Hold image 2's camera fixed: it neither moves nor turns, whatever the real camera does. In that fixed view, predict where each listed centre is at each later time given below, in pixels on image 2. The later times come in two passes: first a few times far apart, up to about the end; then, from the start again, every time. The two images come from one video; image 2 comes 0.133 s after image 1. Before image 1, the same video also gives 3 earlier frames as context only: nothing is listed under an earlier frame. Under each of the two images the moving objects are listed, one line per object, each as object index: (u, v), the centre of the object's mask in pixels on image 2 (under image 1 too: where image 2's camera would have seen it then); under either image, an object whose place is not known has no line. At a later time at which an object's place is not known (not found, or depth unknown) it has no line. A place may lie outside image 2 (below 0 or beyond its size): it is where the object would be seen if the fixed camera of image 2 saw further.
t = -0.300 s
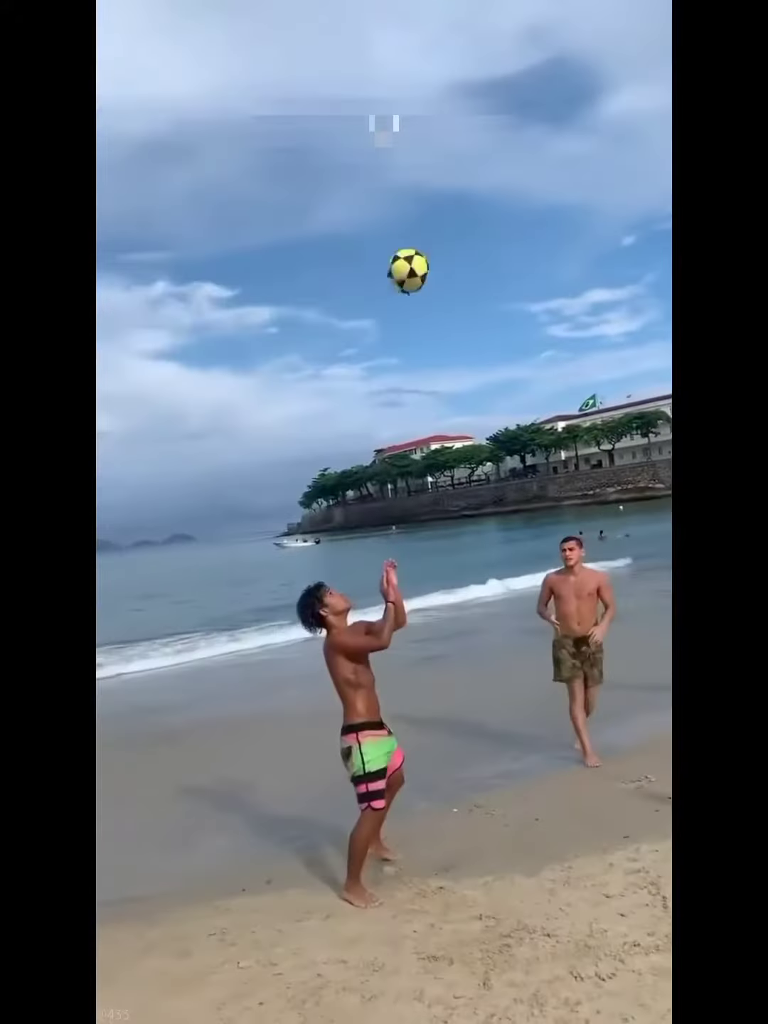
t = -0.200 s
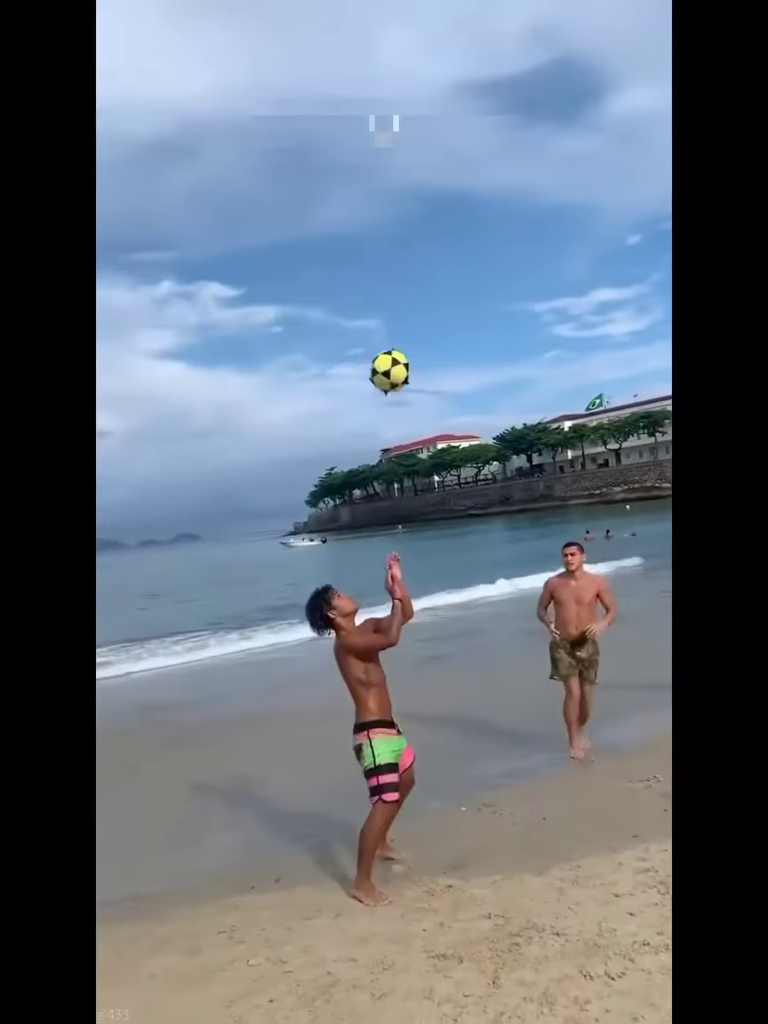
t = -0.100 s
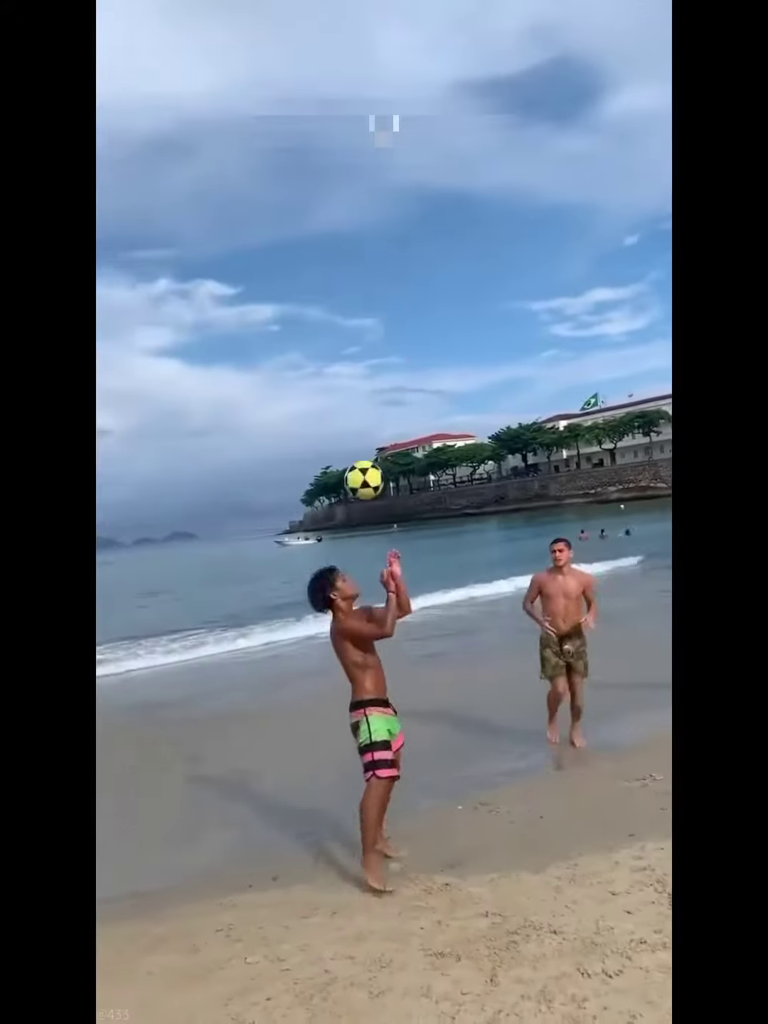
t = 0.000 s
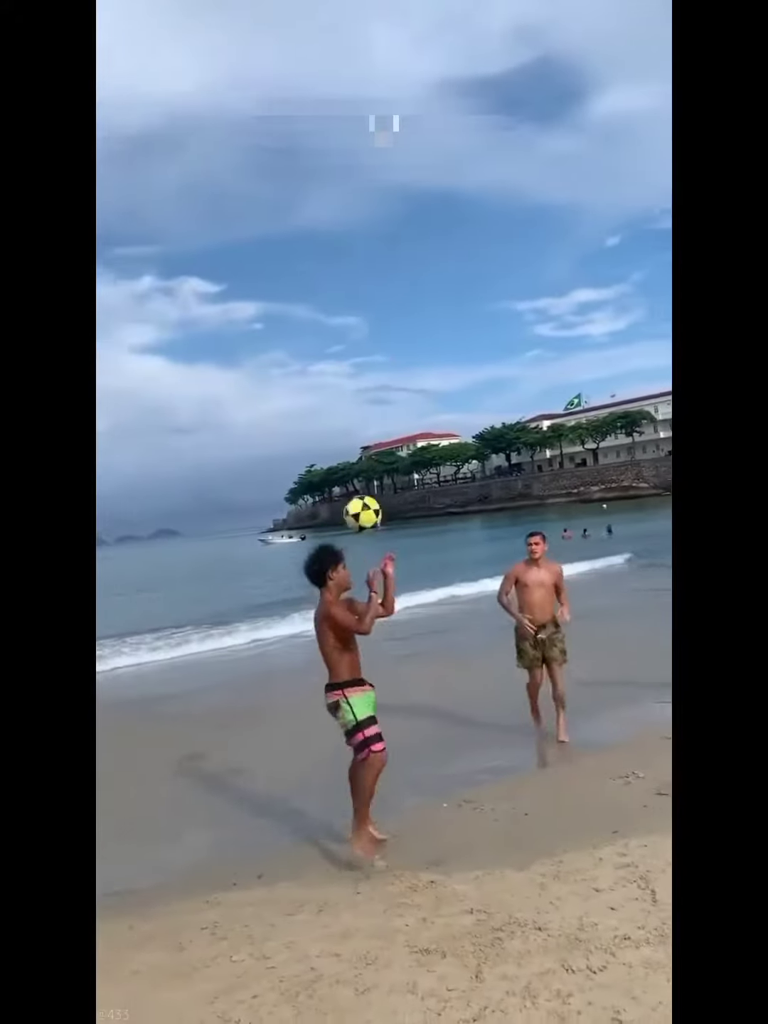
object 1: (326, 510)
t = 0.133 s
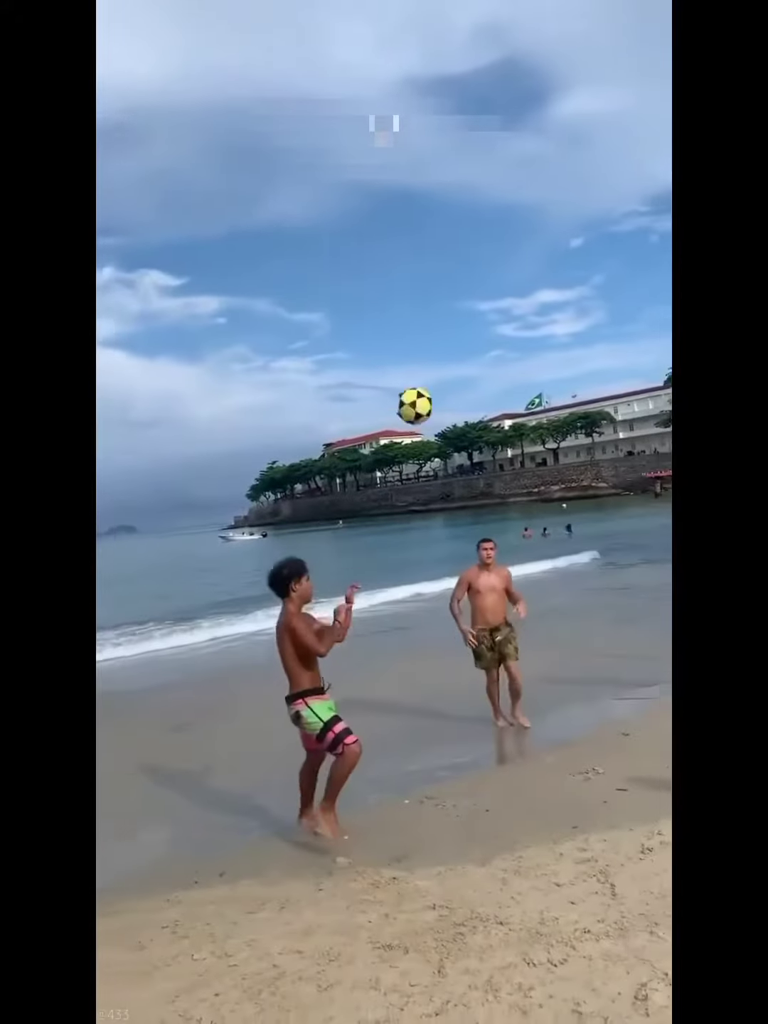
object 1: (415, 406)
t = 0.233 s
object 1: (478, 351)
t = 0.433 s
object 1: (594, 297)
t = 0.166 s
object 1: (437, 385)
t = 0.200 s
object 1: (457, 367)
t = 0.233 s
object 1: (478, 351)
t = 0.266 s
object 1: (499, 337)
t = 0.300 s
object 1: (519, 326)
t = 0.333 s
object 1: (538, 316)
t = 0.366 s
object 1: (556, 307)
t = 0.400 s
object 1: (576, 301)
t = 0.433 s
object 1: (594, 297)
